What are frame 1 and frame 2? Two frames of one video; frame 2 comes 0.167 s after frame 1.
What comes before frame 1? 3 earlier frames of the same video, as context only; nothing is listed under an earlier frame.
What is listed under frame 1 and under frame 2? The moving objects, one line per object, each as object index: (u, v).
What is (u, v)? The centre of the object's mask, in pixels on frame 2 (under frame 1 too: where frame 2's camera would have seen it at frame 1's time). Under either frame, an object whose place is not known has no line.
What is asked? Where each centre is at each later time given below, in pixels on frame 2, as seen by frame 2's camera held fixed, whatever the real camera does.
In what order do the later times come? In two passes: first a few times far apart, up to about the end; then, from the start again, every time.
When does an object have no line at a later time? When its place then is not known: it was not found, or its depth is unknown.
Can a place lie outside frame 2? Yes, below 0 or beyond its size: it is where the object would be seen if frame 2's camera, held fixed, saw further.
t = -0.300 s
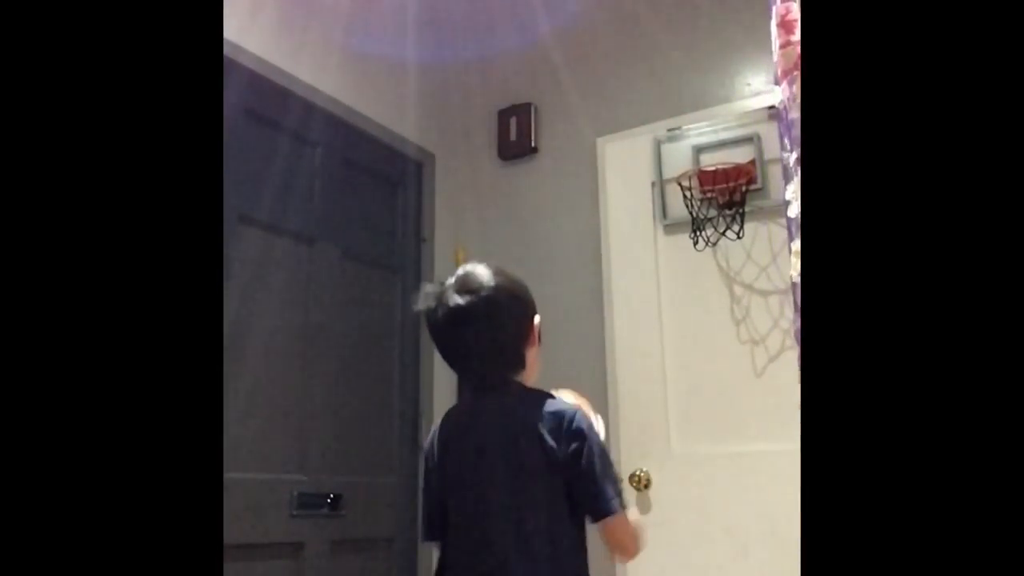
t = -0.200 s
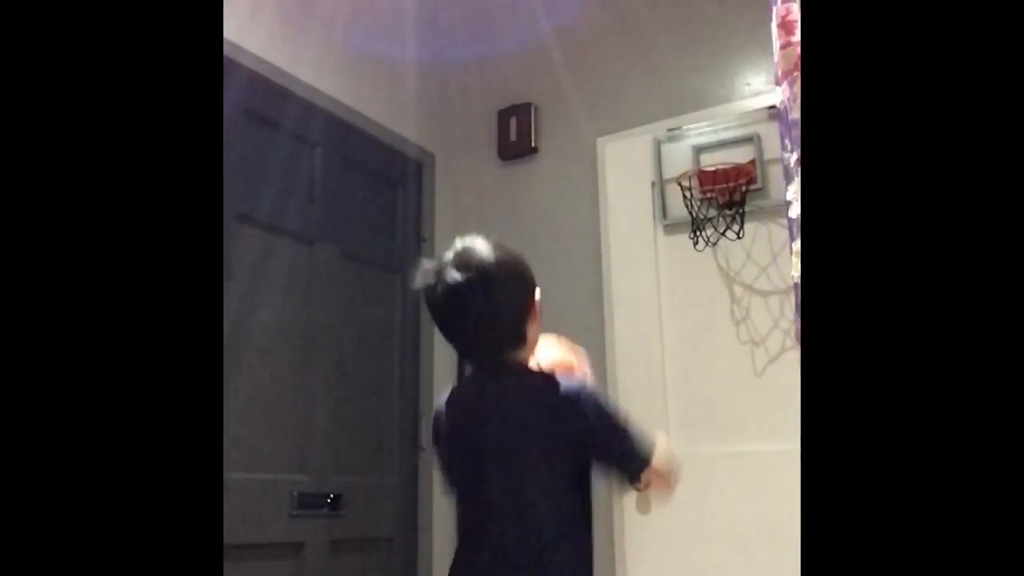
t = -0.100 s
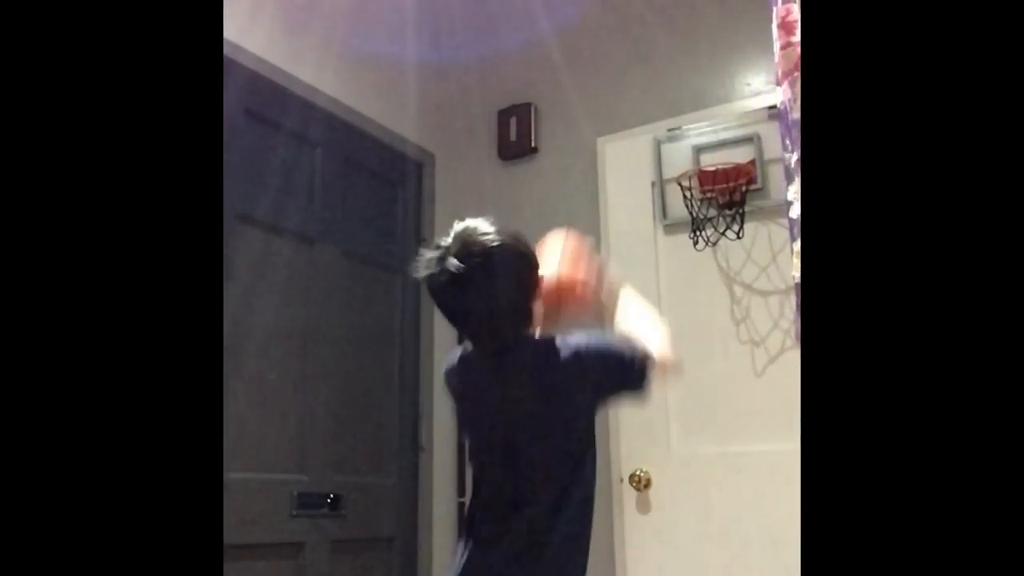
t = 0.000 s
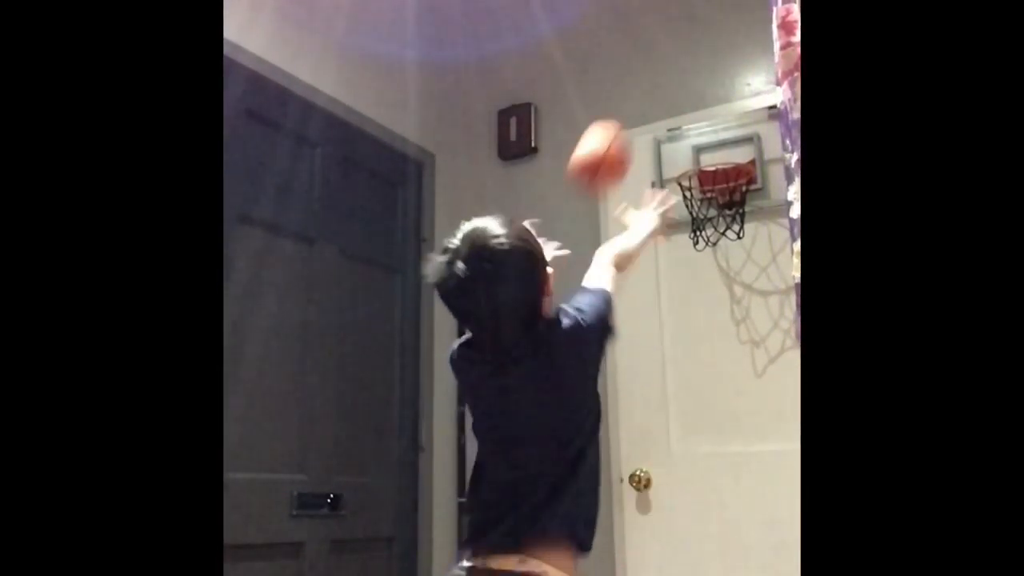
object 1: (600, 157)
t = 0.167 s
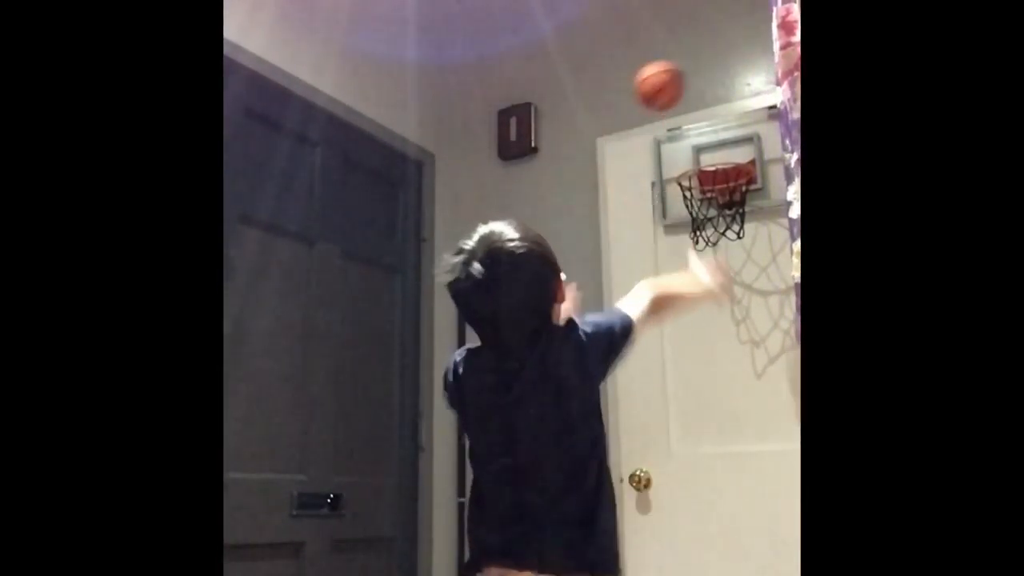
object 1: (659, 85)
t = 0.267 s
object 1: (689, 92)
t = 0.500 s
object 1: (730, 156)
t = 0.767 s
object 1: (699, 244)
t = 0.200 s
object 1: (669, 85)
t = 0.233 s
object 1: (679, 86)
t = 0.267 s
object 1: (689, 92)
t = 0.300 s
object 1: (698, 101)
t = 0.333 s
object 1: (707, 112)
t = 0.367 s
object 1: (716, 130)
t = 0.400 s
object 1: (726, 146)
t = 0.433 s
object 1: (732, 160)
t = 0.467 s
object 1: (733, 165)
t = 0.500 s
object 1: (730, 156)
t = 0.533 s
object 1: (726, 172)
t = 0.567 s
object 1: (714, 175)
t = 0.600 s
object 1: (707, 181)
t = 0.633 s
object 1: (697, 188)
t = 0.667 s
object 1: (696, 197)
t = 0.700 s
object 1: (696, 210)
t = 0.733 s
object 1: (698, 225)
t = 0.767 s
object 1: (699, 244)
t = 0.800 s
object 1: (700, 261)
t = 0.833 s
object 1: (702, 284)
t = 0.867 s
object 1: (702, 312)
